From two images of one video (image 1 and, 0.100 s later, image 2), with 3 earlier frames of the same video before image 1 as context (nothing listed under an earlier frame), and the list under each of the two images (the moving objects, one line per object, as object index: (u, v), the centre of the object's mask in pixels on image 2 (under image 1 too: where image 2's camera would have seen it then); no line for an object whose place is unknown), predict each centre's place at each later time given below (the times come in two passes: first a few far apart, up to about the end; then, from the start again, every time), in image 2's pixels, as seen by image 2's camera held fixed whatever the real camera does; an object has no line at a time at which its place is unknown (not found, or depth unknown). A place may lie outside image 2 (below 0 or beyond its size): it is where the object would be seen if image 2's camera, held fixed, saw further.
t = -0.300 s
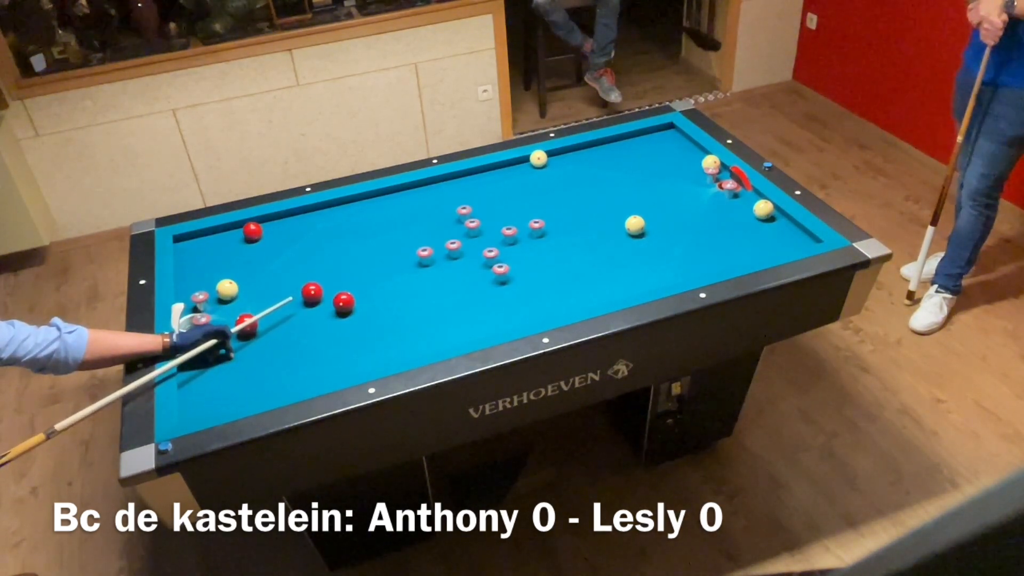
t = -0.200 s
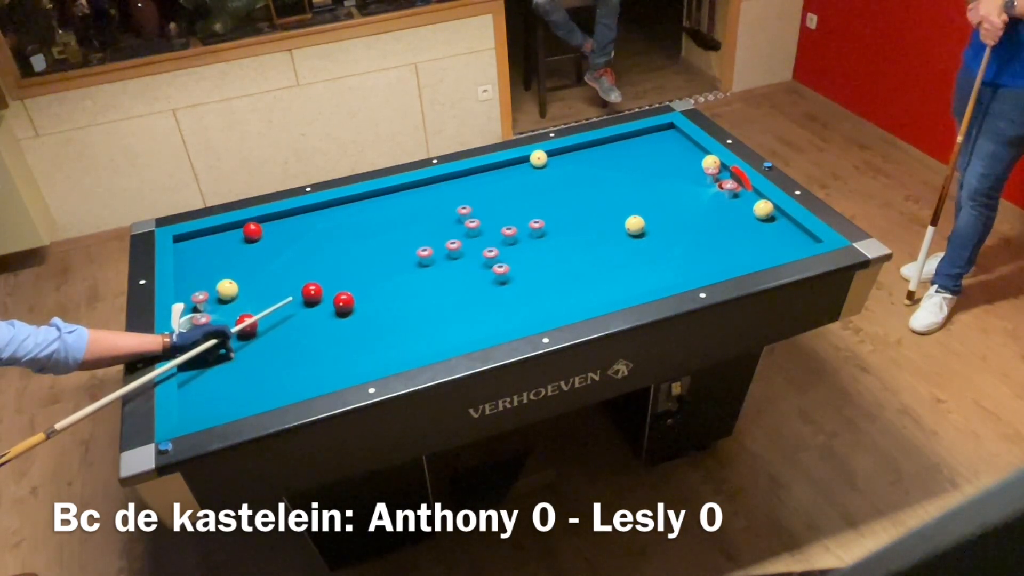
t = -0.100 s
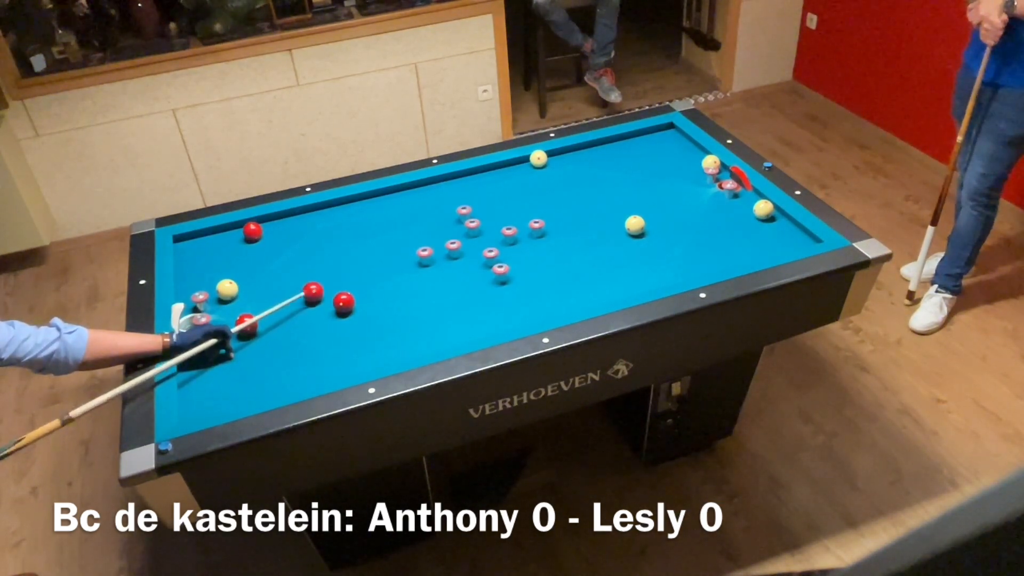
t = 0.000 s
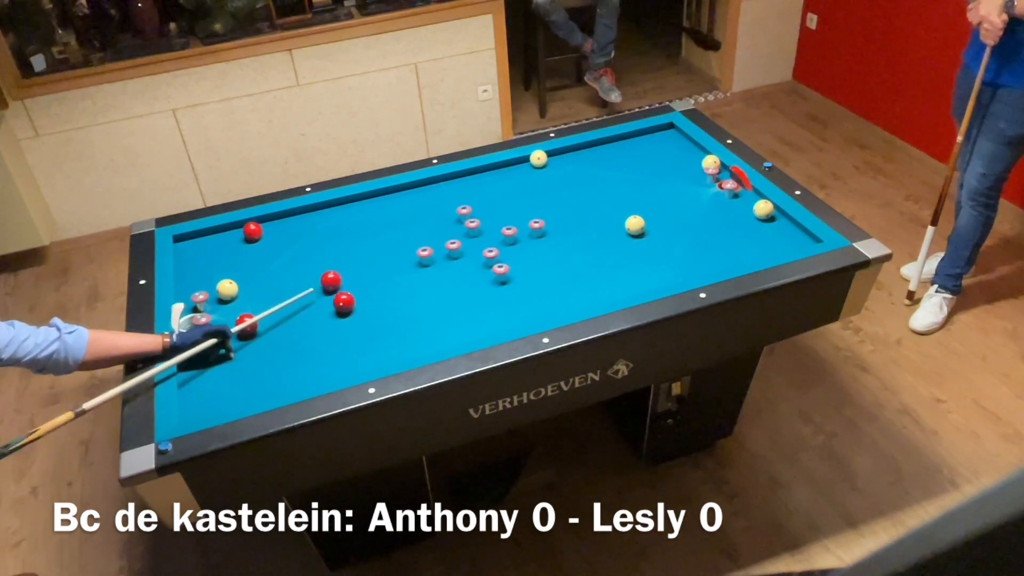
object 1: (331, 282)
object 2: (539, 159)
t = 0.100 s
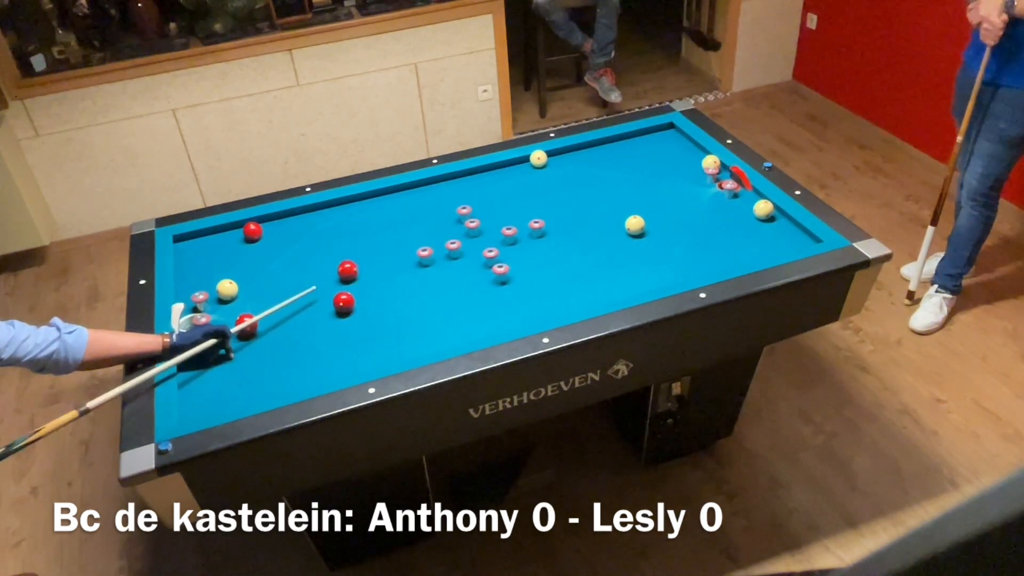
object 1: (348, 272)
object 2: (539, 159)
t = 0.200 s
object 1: (364, 261)
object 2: (539, 159)
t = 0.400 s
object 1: (395, 242)
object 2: (539, 159)
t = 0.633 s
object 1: (428, 222)
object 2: (539, 159)
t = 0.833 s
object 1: (453, 205)
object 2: (539, 159)
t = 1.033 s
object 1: (478, 191)
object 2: (539, 159)
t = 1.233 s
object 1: (501, 177)
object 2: (539, 159)
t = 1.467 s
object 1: (523, 162)
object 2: (541, 158)
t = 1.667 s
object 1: (530, 165)
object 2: (557, 154)
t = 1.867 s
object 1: (536, 168)
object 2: (572, 150)
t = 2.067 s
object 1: (543, 171)
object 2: (586, 147)
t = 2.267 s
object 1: (549, 173)
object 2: (600, 144)
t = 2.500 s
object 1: (556, 175)
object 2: (615, 140)
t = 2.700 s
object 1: (562, 177)
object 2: (627, 138)
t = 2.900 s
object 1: (567, 179)
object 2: (638, 135)
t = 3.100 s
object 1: (571, 180)
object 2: (649, 132)
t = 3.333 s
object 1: (576, 182)
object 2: (661, 130)
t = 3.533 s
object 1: (580, 184)
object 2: (669, 128)
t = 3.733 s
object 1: (583, 185)
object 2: (664, 129)
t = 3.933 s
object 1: (586, 186)
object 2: (659, 130)
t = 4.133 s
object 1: (588, 187)
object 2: (654, 131)
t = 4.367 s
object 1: (590, 188)
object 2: (650, 132)
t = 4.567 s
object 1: (592, 189)
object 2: (646, 133)
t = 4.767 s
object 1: (593, 189)
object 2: (644, 134)
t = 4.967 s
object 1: (593, 189)
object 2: (641, 134)
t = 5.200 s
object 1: (593, 189)
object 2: (638, 135)
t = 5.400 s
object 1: (593, 190)
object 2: (637, 135)
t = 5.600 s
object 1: (593, 190)
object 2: (636, 136)
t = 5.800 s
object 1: (593, 189)
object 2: (636, 135)
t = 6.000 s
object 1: (593, 189)
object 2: (636, 136)
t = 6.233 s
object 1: (593, 189)
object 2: (636, 136)
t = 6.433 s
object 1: (593, 189)
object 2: (637, 136)
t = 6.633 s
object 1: (593, 189)
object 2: (636, 136)
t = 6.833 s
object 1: (593, 189)
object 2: (636, 136)
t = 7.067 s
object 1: (593, 189)
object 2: (636, 136)
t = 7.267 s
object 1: (593, 189)
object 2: (636, 136)
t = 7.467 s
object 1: (593, 189)
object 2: (636, 136)
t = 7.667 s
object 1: (593, 189)
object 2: (637, 136)
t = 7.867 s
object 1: (593, 189)
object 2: (636, 136)
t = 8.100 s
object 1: (593, 189)
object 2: (636, 136)
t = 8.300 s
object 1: (593, 189)
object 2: (636, 136)
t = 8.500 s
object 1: (593, 189)
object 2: (636, 136)
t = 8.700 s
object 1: (593, 189)
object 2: (636, 136)
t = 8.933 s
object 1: (593, 189)
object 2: (637, 136)
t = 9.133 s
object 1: (593, 189)
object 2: (636, 136)
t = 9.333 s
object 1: (593, 189)
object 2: (636, 136)
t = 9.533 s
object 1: (593, 189)
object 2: (637, 136)
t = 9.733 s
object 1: (593, 189)
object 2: (636, 136)
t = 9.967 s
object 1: (593, 189)
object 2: (636, 136)
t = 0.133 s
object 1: (353, 268)
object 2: (539, 159)
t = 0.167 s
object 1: (359, 265)
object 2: (539, 159)
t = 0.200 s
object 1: (364, 261)
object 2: (539, 159)
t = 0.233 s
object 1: (369, 258)
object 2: (539, 159)
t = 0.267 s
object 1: (375, 255)
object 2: (539, 159)
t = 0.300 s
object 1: (380, 252)
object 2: (539, 159)
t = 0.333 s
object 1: (385, 249)
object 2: (539, 159)
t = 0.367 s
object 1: (390, 245)
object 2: (539, 159)
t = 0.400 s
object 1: (395, 242)
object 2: (539, 159)
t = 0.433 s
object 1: (400, 239)
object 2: (539, 159)
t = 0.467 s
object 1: (404, 236)
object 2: (539, 159)
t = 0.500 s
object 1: (409, 234)
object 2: (539, 159)
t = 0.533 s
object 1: (414, 230)
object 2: (539, 159)
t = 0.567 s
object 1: (418, 228)
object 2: (539, 159)
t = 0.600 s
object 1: (423, 225)
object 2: (539, 159)
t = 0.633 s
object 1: (428, 222)
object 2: (539, 159)
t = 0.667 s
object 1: (432, 219)
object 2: (539, 159)
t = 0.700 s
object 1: (437, 216)
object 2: (539, 159)
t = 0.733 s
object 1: (441, 214)
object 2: (538, 159)
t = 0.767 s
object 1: (445, 211)
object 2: (539, 159)
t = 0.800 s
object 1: (449, 208)
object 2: (539, 159)
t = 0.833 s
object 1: (453, 205)
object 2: (539, 159)
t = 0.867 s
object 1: (457, 201)
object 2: (539, 159)
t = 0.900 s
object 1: (462, 199)
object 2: (539, 159)
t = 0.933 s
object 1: (466, 197)
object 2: (539, 159)
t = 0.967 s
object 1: (470, 195)
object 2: (539, 159)
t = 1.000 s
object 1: (474, 193)
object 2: (539, 159)
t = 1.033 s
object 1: (478, 191)
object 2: (539, 159)
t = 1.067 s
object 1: (482, 188)
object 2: (539, 159)
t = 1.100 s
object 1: (486, 186)
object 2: (539, 159)
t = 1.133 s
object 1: (489, 184)
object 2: (539, 159)
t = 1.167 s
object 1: (493, 181)
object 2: (539, 159)
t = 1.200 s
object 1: (497, 179)
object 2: (539, 159)
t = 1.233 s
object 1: (501, 177)
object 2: (539, 159)
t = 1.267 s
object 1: (504, 174)
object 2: (539, 159)
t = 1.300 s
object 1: (508, 172)
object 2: (539, 159)
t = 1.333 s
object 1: (511, 170)
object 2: (539, 159)
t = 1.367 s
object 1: (515, 168)
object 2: (539, 159)
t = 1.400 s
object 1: (518, 166)
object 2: (539, 159)
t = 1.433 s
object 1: (522, 163)
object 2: (539, 159)
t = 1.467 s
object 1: (523, 162)
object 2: (541, 158)
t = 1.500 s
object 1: (524, 163)
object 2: (545, 157)
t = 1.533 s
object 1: (525, 163)
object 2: (547, 157)
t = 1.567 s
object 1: (526, 164)
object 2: (550, 156)
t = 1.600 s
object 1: (527, 164)
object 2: (552, 155)
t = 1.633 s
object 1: (528, 165)
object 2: (555, 155)
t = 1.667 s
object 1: (530, 165)
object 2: (557, 154)
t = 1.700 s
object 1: (531, 165)
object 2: (560, 153)
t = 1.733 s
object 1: (532, 166)
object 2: (562, 153)
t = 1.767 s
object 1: (533, 166)
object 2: (565, 152)
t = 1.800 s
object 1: (534, 167)
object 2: (567, 151)
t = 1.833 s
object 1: (536, 167)
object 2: (570, 151)
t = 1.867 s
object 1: (536, 168)
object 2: (572, 150)
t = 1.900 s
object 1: (538, 168)
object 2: (574, 150)
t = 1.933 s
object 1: (539, 169)
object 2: (577, 149)
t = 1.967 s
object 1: (540, 169)
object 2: (579, 148)
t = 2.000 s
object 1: (541, 170)
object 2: (582, 148)
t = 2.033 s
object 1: (543, 170)
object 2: (584, 147)
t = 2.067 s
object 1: (543, 171)
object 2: (586, 147)
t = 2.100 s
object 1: (544, 171)
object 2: (589, 146)
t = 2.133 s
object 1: (545, 171)
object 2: (591, 146)
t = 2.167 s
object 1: (546, 172)
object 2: (593, 145)
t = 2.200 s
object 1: (547, 172)
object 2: (596, 145)
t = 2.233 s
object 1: (548, 172)
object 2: (598, 144)
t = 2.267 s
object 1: (549, 173)
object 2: (600, 144)
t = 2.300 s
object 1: (550, 173)
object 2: (602, 143)
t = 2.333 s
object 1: (551, 173)
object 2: (604, 143)
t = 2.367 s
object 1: (552, 174)
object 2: (606, 142)
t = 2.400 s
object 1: (553, 174)
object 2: (609, 142)
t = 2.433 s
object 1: (554, 175)
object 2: (611, 141)
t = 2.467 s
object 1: (555, 175)
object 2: (613, 141)
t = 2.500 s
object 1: (556, 175)
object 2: (615, 140)
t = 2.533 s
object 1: (557, 176)
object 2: (617, 140)
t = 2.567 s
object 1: (558, 176)
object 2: (619, 139)
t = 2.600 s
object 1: (559, 176)
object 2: (621, 139)
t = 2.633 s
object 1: (560, 177)
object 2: (623, 139)
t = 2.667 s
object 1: (561, 177)
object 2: (625, 138)
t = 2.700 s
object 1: (562, 177)
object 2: (627, 138)
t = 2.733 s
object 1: (563, 178)
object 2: (629, 137)
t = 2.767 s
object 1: (564, 178)
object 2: (631, 137)
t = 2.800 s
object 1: (564, 178)
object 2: (633, 136)
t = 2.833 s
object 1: (565, 179)
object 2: (635, 136)
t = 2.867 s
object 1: (566, 179)
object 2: (636, 135)
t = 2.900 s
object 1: (567, 179)
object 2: (638, 135)
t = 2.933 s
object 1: (568, 179)
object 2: (640, 134)
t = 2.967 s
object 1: (568, 180)
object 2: (642, 134)
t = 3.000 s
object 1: (569, 180)
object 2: (644, 134)
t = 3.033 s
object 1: (570, 180)
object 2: (646, 133)
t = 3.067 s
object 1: (571, 180)
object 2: (647, 133)
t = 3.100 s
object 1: (571, 180)
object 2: (649, 132)
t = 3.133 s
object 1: (572, 181)
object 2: (651, 132)
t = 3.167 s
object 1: (573, 181)
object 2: (653, 132)
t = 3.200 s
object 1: (574, 181)
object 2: (654, 131)
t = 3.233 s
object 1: (574, 182)
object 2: (656, 131)
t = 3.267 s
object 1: (575, 182)
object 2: (658, 130)
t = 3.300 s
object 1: (576, 182)
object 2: (659, 130)
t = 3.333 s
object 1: (576, 182)
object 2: (661, 130)
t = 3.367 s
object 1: (577, 183)
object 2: (663, 129)
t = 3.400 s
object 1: (578, 183)
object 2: (664, 129)
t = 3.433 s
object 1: (578, 183)
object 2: (666, 128)
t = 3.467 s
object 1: (579, 184)
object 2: (668, 128)
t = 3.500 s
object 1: (579, 184)
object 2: (669, 128)
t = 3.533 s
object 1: (580, 184)
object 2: (669, 128)
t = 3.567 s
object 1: (580, 184)
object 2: (668, 128)
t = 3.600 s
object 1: (581, 184)
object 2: (667, 128)
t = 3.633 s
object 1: (582, 184)
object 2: (666, 128)
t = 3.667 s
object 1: (582, 185)
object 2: (665, 129)
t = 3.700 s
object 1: (583, 185)
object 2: (664, 129)
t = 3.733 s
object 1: (583, 185)
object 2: (664, 129)
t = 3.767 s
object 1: (584, 185)
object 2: (663, 129)
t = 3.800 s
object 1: (584, 185)
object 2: (662, 129)
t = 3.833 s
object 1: (584, 186)
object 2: (661, 130)
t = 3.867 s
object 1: (585, 186)
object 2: (660, 130)
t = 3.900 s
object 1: (585, 186)
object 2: (660, 130)
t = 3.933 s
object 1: (586, 186)
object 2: (659, 130)
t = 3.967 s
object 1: (586, 186)
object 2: (658, 130)
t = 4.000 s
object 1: (587, 187)
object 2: (657, 130)
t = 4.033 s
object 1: (587, 187)
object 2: (656, 131)
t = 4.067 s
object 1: (588, 187)
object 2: (656, 131)
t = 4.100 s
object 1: (588, 187)
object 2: (655, 131)
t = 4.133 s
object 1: (588, 187)
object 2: (654, 131)
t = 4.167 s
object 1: (589, 188)
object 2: (654, 131)
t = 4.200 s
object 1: (589, 188)
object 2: (653, 131)
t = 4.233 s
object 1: (589, 188)
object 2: (652, 132)
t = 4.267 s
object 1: (589, 188)
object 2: (652, 132)
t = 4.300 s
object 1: (590, 188)
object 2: (651, 132)
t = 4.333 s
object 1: (590, 188)
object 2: (650, 132)
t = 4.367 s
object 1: (590, 188)
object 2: (650, 132)
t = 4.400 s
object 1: (590, 188)
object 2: (649, 132)
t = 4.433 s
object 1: (591, 188)
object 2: (649, 132)
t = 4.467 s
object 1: (591, 189)
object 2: (648, 132)
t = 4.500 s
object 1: (591, 188)
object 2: (647, 133)
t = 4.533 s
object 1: (592, 189)
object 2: (647, 133)
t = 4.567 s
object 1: (592, 189)
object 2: (646, 133)
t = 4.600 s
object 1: (592, 189)
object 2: (646, 133)
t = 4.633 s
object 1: (592, 189)
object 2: (645, 133)
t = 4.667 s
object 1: (592, 189)
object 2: (645, 133)
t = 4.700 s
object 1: (592, 189)
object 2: (644, 133)
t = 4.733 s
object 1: (593, 189)
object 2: (644, 134)
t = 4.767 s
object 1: (593, 189)
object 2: (644, 134)
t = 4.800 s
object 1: (593, 189)
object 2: (643, 134)
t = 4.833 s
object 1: (593, 189)
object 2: (643, 134)
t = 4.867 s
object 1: (593, 189)
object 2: (642, 134)
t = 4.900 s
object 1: (593, 189)
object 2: (642, 134)
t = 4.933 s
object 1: (593, 189)
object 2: (642, 134)
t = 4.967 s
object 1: (593, 189)
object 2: (641, 134)
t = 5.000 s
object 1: (593, 189)
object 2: (641, 134)
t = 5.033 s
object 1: (593, 189)
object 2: (640, 134)
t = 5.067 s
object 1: (593, 189)
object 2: (640, 134)
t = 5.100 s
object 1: (593, 189)
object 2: (639, 134)
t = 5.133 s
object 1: (593, 189)
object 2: (639, 135)
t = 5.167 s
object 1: (593, 189)
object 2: (639, 135)
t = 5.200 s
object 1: (593, 189)
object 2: (638, 135)
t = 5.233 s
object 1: (593, 189)
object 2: (638, 135)
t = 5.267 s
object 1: (593, 189)
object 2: (638, 135)
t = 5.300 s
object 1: (593, 189)
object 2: (638, 135)
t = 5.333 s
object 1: (593, 190)
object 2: (638, 135)
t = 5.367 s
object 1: (593, 189)
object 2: (637, 135)
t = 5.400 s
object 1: (593, 190)
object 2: (637, 135)
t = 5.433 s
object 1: (593, 189)
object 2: (637, 135)
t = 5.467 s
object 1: (593, 190)
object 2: (637, 135)
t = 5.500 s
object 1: (593, 189)
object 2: (637, 135)
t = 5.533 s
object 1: (593, 189)
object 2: (637, 135)
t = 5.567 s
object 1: (593, 189)
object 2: (636, 135)
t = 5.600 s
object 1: (593, 190)
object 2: (636, 136)
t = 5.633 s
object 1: (593, 190)
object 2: (636, 135)
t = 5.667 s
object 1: (593, 189)
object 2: (636, 135)
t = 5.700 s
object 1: (593, 189)
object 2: (636, 136)
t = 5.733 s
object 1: (593, 189)
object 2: (636, 136)
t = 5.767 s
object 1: (593, 189)
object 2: (636, 135)
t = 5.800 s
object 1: (593, 189)
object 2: (636, 135)
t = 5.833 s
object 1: (593, 189)
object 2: (636, 136)
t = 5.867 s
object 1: (593, 189)
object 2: (636, 136)
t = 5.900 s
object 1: (593, 190)
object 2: (636, 136)
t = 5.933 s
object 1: (593, 189)
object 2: (636, 136)
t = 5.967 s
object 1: (593, 189)
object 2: (636, 136)
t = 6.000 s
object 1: (593, 189)
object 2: (636, 136)
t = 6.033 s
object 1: (593, 189)
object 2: (636, 136)
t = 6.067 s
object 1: (593, 189)
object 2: (636, 136)
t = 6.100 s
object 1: (593, 189)
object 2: (636, 136)
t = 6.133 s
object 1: (593, 189)
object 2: (637, 136)
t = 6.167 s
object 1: (593, 189)
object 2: (637, 136)
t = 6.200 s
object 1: (593, 189)
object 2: (637, 136)
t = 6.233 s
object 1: (593, 189)
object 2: (636, 136)
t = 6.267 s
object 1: (593, 189)
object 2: (636, 136)
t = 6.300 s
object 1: (593, 189)
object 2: (637, 136)
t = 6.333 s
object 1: (593, 189)
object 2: (637, 136)
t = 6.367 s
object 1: (593, 189)
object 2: (637, 136)
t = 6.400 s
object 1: (593, 189)
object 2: (636, 136)
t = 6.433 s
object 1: (593, 189)
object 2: (637, 136)
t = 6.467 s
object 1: (593, 189)
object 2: (637, 136)
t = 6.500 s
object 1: (593, 189)
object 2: (637, 136)
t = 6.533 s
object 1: (593, 189)
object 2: (637, 136)
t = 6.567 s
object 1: (593, 189)
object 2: (637, 136)
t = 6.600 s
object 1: (593, 189)
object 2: (637, 136)
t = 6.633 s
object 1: (593, 189)
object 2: (636, 136)
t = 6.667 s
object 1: (593, 189)
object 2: (637, 136)
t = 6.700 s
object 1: (593, 189)
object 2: (636, 136)
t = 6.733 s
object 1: (593, 189)
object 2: (636, 136)
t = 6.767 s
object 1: (593, 189)
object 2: (637, 136)
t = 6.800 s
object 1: (593, 189)
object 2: (637, 136)
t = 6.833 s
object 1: (593, 189)
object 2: (636, 136)
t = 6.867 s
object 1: (593, 189)
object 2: (637, 136)
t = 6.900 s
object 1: (593, 189)
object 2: (636, 136)
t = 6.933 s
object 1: (593, 189)
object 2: (637, 136)
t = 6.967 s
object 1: (593, 189)
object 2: (637, 136)
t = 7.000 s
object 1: (593, 189)
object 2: (636, 136)
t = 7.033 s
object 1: (593, 189)
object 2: (636, 136)
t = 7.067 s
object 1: (593, 189)
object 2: (636, 136)
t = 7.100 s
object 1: (593, 189)
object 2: (636, 136)
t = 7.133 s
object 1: (593, 189)
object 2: (636, 136)
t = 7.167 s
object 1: (593, 189)
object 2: (636, 136)
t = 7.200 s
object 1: (593, 189)
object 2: (636, 136)
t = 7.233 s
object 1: (593, 189)
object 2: (636, 136)
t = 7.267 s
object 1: (593, 189)
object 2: (636, 136)
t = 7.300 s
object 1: (593, 189)
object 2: (636, 136)
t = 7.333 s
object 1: (593, 189)
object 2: (636, 136)
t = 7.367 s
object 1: (593, 189)
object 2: (636, 136)
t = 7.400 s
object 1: (593, 189)
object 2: (636, 136)
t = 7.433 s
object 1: (593, 189)
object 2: (636, 136)
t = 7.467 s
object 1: (593, 189)
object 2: (636, 136)
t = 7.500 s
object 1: (593, 189)
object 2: (636, 136)
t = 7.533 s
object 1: (593, 189)
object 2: (636, 136)
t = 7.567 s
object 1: (593, 189)
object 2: (637, 136)
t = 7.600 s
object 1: (593, 189)
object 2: (636, 136)
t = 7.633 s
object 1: (593, 189)
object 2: (636, 136)
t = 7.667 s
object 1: (593, 189)
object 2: (637, 136)
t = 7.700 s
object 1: (593, 189)
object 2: (636, 136)
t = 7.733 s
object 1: (593, 189)
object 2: (636, 136)
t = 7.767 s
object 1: (593, 189)
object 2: (637, 136)
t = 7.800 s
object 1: (593, 189)
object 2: (637, 136)
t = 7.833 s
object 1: (593, 189)
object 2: (636, 136)
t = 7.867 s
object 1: (593, 189)
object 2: (636, 136)
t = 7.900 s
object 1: (593, 189)
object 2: (636, 136)
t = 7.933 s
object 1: (593, 189)
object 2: (636, 136)
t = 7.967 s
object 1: (593, 189)
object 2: (636, 136)
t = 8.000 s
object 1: (593, 189)
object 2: (637, 136)
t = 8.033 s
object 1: (593, 189)
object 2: (636, 136)
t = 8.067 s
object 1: (593, 189)
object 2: (637, 136)
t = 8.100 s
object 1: (593, 189)
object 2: (636, 136)
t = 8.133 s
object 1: (593, 189)
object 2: (637, 136)
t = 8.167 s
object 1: (593, 189)
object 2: (636, 136)
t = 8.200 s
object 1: (593, 189)
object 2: (636, 136)
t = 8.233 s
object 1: (593, 189)
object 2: (636, 136)
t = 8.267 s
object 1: (593, 189)
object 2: (637, 136)
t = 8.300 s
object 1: (593, 189)
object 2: (636, 136)
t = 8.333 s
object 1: (593, 189)
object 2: (636, 136)
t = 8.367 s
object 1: (593, 189)
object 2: (636, 136)
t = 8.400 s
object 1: (593, 190)
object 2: (636, 136)
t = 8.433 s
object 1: (593, 189)
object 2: (636, 136)
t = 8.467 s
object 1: (593, 189)
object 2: (636, 136)
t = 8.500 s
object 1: (593, 189)
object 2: (636, 136)
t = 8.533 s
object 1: (593, 190)
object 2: (637, 136)
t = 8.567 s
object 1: (593, 189)
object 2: (637, 136)
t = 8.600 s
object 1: (593, 189)
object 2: (637, 136)
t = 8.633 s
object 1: (593, 189)
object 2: (636, 136)
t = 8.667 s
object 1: (593, 189)
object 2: (637, 136)
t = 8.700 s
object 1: (593, 189)
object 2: (636, 136)
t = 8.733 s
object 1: (593, 189)
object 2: (637, 136)
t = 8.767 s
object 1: (593, 189)
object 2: (637, 136)
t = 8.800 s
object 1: (593, 189)
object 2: (637, 136)
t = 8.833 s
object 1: (593, 189)
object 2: (636, 136)
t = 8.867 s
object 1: (593, 189)
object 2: (636, 136)
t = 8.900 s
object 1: (593, 189)
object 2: (636, 136)
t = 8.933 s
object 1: (593, 189)
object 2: (637, 136)
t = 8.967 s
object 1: (593, 189)
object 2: (636, 136)
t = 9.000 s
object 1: (593, 189)
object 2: (636, 136)
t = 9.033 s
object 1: (593, 189)
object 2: (636, 136)
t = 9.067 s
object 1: (593, 189)
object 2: (637, 136)
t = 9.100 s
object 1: (593, 189)
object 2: (636, 136)
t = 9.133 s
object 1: (593, 189)
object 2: (636, 136)
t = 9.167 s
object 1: (593, 189)
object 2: (636, 136)
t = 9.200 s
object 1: (593, 189)
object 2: (637, 136)
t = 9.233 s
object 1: (593, 189)
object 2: (637, 136)
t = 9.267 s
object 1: (593, 189)
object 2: (637, 136)
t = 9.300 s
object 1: (593, 189)
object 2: (636, 136)
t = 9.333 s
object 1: (593, 189)
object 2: (636, 136)
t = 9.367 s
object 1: (593, 189)
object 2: (636, 136)
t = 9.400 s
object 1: (593, 189)
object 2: (637, 136)
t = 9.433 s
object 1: (593, 189)
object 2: (636, 136)
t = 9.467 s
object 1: (593, 189)
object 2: (636, 136)
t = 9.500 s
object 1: (593, 189)
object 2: (637, 136)
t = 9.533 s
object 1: (593, 189)
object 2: (637, 136)
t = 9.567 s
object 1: (593, 189)
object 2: (637, 136)
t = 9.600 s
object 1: (593, 189)
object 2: (636, 136)
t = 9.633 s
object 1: (593, 189)
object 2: (637, 136)
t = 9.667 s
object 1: (593, 189)
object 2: (636, 136)
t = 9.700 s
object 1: (593, 189)
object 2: (636, 136)
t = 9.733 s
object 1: (593, 189)
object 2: (636, 136)
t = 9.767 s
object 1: (593, 189)
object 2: (636, 136)
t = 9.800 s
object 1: (593, 189)
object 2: (637, 136)
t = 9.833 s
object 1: (593, 189)
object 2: (637, 136)
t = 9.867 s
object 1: (593, 189)
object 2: (636, 136)
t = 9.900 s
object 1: (593, 189)
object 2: (636, 136)
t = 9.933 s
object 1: (593, 189)
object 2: (636, 136)
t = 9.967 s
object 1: (593, 189)
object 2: (636, 136)
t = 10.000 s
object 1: (593, 189)
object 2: (637, 136)
